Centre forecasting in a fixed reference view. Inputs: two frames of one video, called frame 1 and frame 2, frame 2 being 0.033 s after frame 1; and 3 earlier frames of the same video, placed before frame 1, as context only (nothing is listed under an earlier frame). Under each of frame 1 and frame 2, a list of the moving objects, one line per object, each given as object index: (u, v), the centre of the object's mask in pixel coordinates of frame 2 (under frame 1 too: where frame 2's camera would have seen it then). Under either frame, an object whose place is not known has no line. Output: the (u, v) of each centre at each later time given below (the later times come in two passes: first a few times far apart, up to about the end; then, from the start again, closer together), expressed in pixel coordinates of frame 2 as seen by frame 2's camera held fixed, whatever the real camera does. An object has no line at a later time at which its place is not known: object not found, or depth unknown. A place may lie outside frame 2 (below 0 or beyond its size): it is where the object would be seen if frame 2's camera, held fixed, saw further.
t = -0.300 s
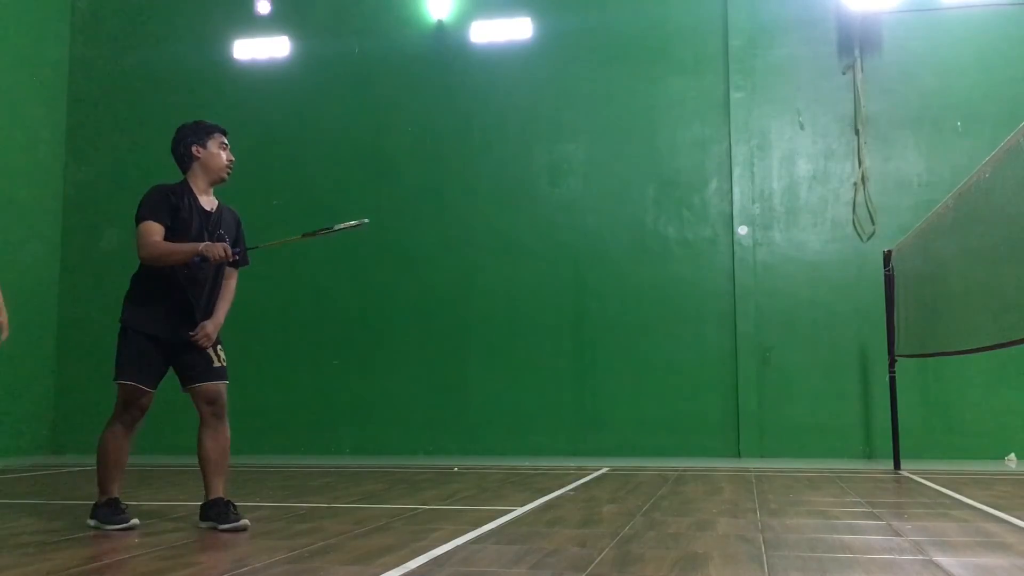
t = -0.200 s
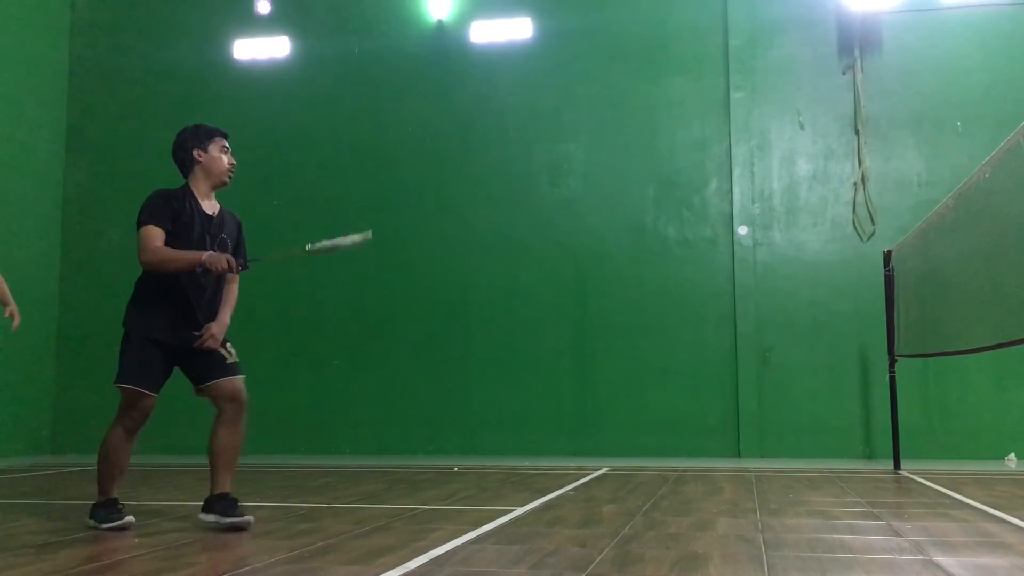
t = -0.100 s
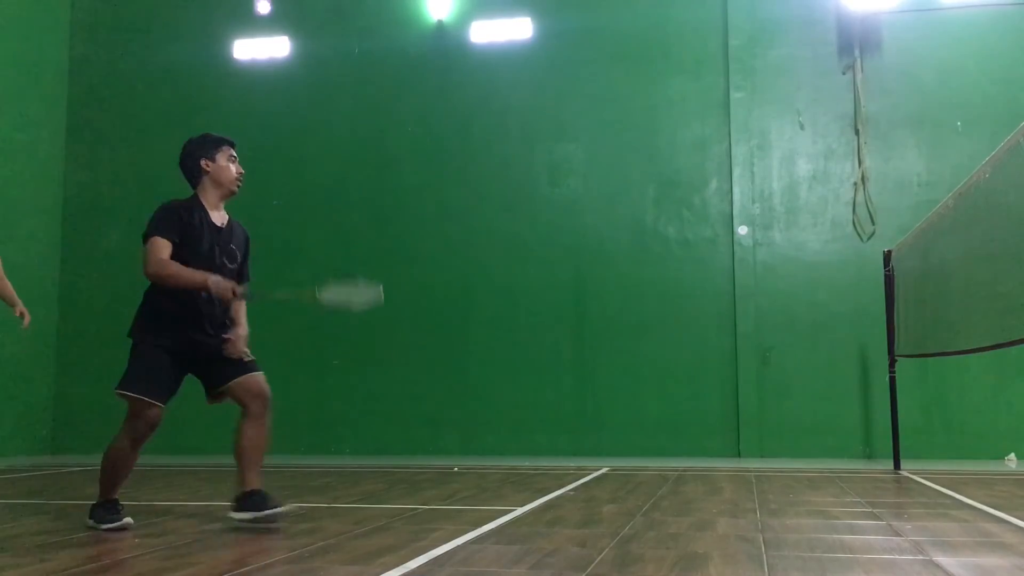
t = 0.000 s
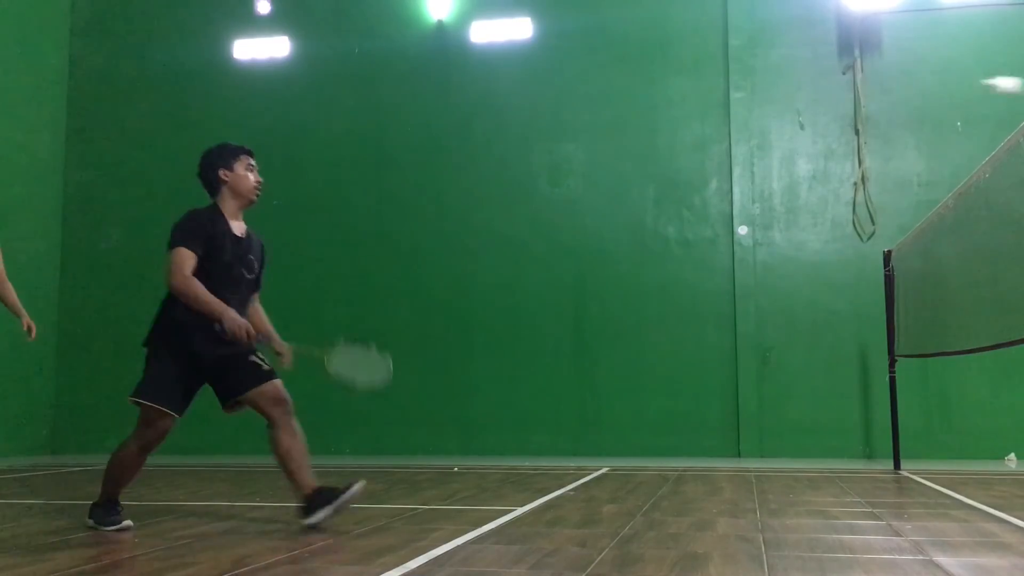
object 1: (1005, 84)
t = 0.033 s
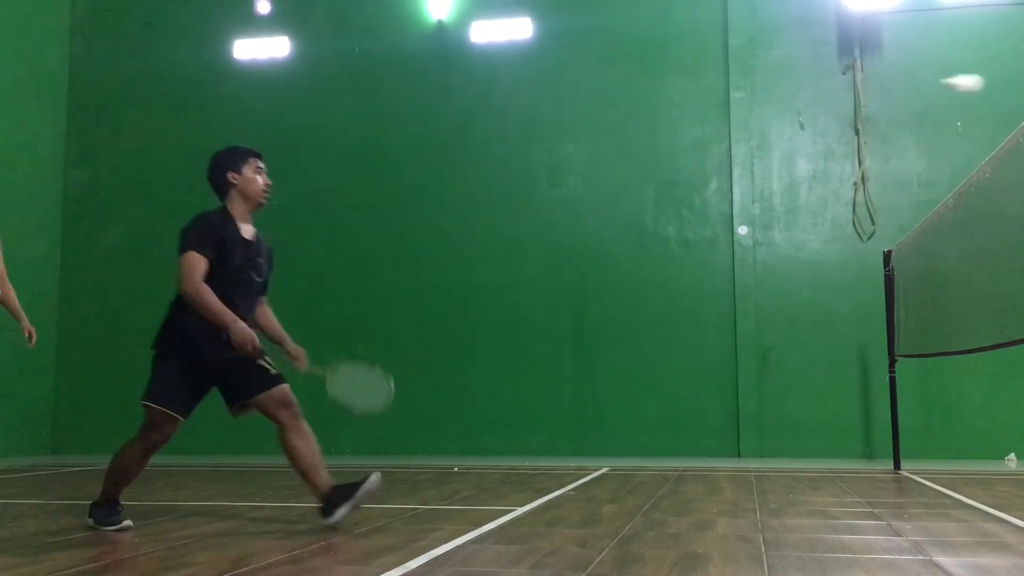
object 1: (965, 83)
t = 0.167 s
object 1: (813, 104)
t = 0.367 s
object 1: (605, 215)
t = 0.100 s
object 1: (888, 87)
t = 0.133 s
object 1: (851, 94)
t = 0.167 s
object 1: (813, 104)
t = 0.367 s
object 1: (605, 215)
